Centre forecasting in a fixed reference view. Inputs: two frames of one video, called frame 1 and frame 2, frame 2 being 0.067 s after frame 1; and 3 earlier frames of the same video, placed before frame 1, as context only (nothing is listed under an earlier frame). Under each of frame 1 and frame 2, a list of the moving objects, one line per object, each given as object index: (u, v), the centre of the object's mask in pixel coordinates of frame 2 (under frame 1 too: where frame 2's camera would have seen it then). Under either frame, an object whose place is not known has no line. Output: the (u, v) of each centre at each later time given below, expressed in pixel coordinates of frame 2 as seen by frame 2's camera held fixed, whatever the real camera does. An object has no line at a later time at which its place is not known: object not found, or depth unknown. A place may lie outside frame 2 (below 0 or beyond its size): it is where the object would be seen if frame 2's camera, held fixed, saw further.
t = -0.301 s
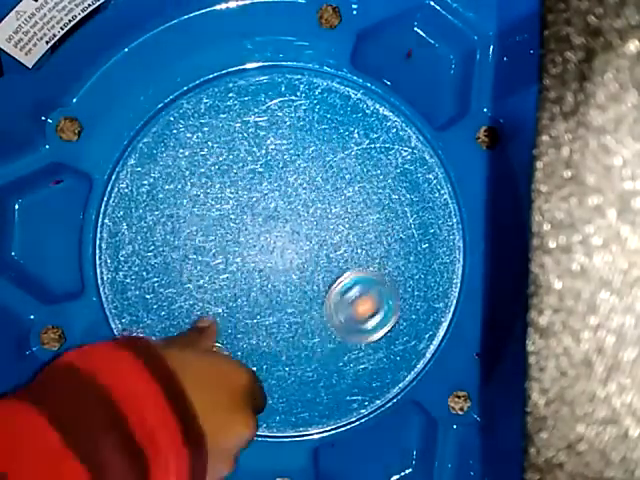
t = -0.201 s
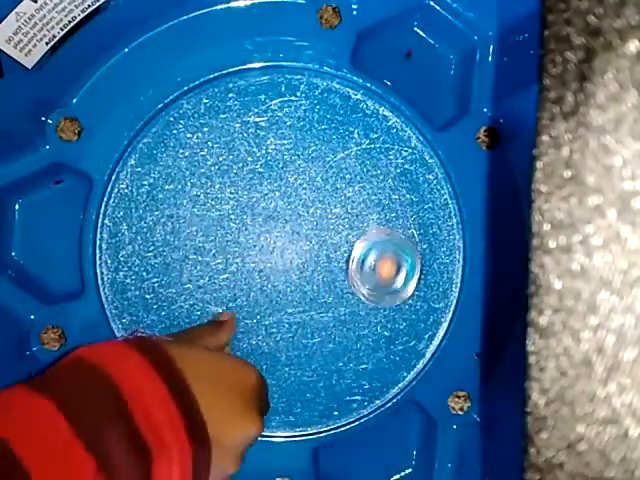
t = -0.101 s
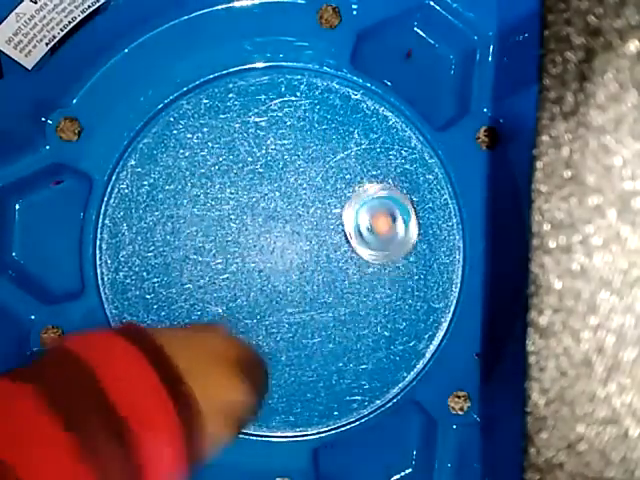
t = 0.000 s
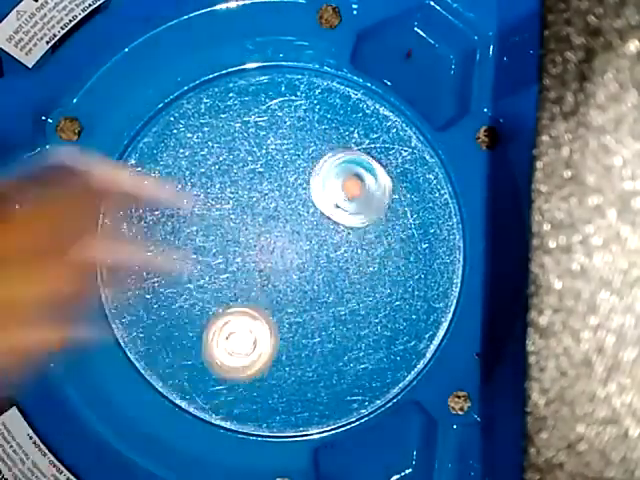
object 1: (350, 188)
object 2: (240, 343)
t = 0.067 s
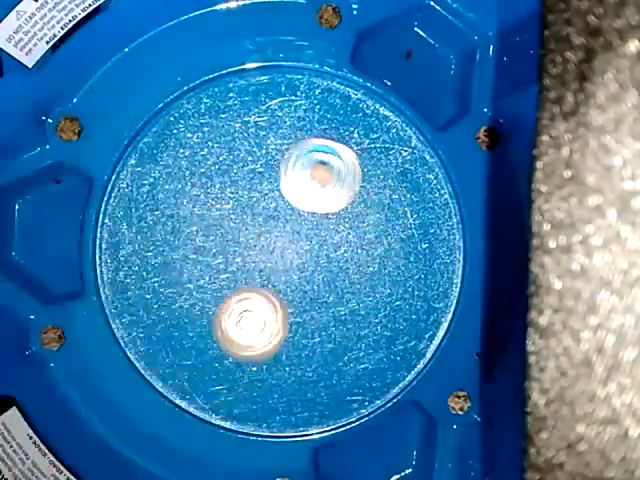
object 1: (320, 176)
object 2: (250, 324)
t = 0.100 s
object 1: (304, 174)
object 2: (257, 317)
